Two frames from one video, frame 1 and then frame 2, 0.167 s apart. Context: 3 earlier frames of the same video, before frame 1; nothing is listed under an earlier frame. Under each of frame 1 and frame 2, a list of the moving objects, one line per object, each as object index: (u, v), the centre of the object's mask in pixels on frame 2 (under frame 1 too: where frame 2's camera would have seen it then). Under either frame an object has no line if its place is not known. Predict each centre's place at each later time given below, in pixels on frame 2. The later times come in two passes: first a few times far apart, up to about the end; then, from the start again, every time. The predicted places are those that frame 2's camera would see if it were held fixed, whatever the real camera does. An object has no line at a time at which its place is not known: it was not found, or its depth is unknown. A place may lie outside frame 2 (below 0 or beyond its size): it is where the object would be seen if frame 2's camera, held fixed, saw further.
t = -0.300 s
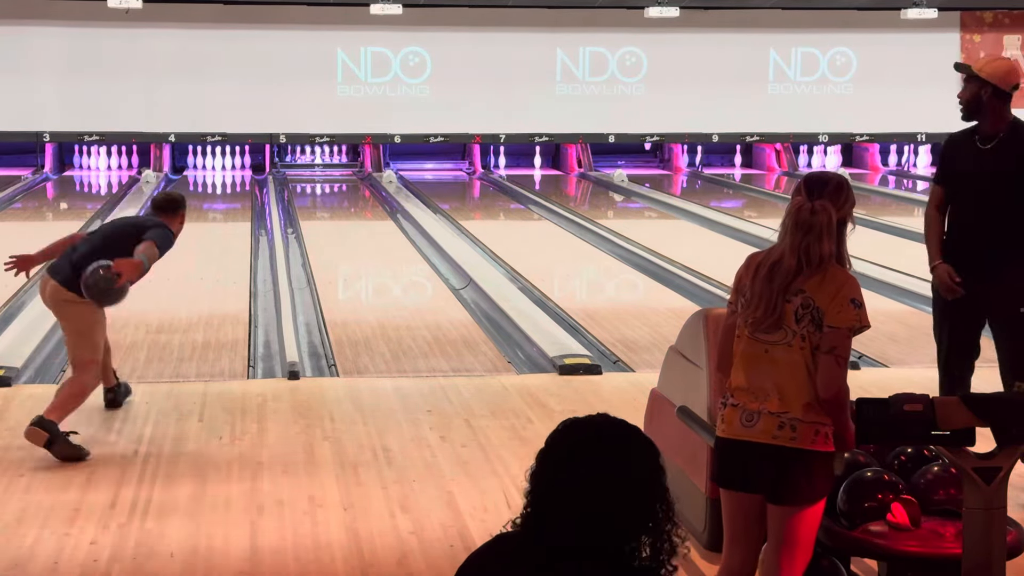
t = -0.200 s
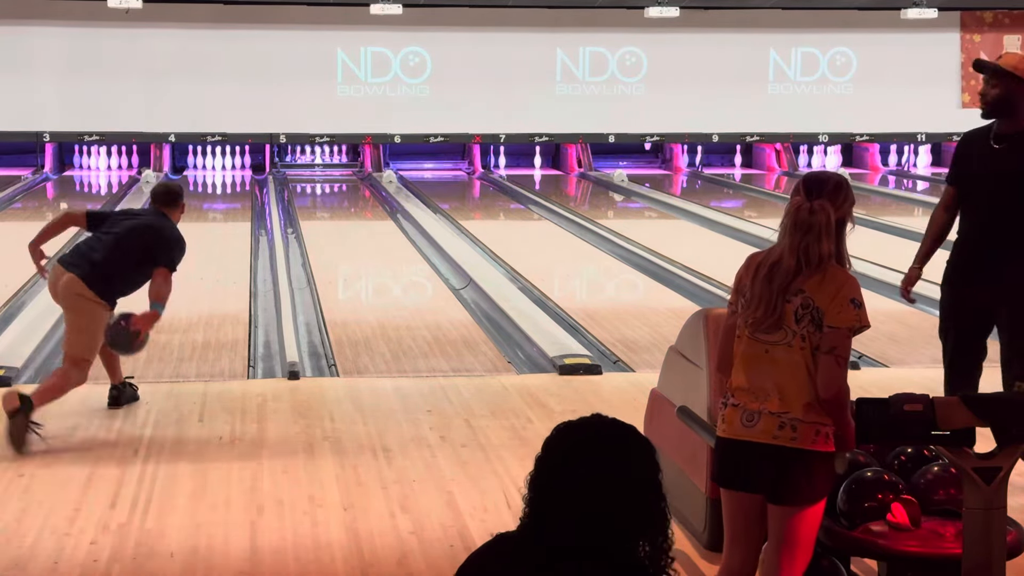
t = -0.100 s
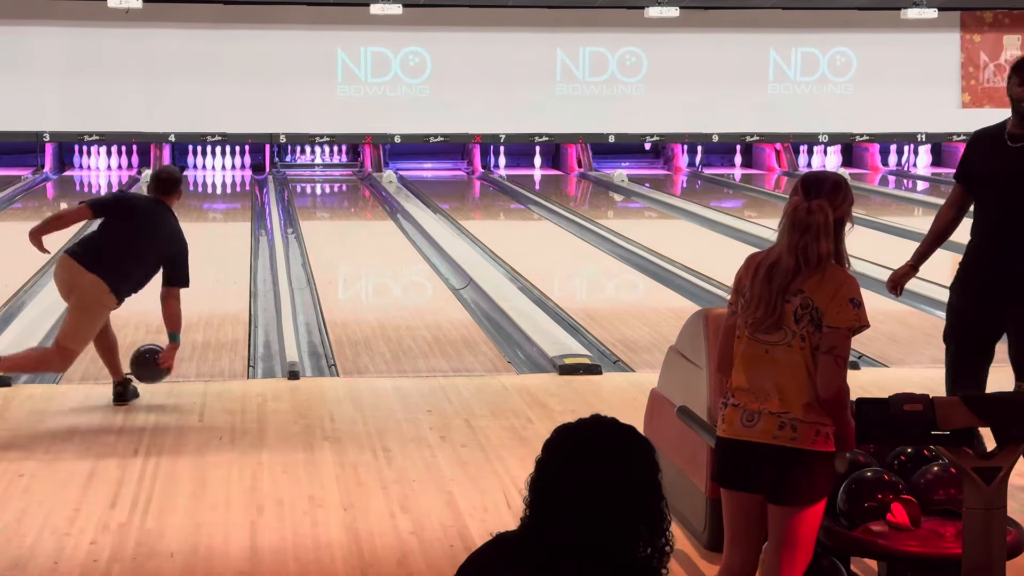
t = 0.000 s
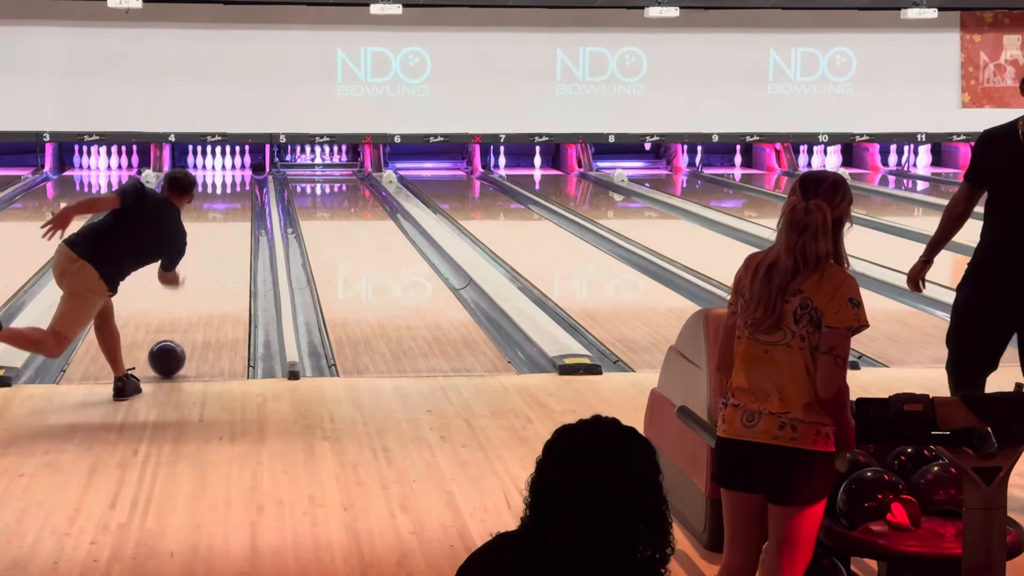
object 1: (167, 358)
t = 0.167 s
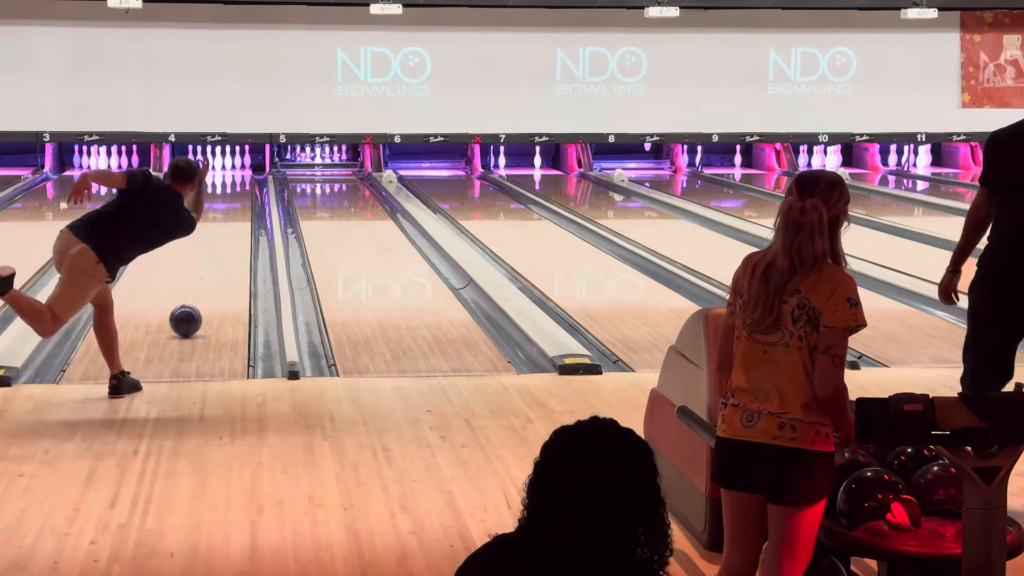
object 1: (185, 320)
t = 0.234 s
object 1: (192, 308)
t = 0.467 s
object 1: (209, 272)
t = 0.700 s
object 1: (221, 247)
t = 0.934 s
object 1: (229, 227)
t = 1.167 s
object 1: (234, 211)
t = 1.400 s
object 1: (237, 196)
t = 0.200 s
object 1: (188, 314)
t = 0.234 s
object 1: (192, 308)
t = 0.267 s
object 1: (194, 302)
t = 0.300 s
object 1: (197, 296)
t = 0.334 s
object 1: (200, 291)
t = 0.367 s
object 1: (202, 286)
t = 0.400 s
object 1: (204, 281)
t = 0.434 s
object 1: (207, 276)
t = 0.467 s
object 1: (209, 272)
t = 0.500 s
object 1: (211, 268)
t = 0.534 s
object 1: (213, 264)
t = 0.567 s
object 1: (214, 261)
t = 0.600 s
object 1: (216, 257)
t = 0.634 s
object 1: (218, 254)
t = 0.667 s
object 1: (219, 251)
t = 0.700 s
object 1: (221, 247)
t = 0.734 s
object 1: (222, 244)
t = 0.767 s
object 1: (224, 241)
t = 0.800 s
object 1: (225, 238)
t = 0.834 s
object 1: (226, 235)
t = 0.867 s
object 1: (227, 232)
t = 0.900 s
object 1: (228, 229)
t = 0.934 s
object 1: (229, 227)
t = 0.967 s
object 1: (230, 224)
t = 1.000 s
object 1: (231, 221)
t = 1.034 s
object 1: (232, 219)
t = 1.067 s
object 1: (232, 217)
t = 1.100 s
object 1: (233, 215)
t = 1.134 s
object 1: (234, 212)
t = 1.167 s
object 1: (234, 211)
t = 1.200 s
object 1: (235, 208)
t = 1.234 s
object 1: (235, 206)
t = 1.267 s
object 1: (236, 204)
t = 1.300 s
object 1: (236, 203)
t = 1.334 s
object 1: (237, 200)
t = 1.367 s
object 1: (237, 198)
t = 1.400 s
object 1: (237, 196)
